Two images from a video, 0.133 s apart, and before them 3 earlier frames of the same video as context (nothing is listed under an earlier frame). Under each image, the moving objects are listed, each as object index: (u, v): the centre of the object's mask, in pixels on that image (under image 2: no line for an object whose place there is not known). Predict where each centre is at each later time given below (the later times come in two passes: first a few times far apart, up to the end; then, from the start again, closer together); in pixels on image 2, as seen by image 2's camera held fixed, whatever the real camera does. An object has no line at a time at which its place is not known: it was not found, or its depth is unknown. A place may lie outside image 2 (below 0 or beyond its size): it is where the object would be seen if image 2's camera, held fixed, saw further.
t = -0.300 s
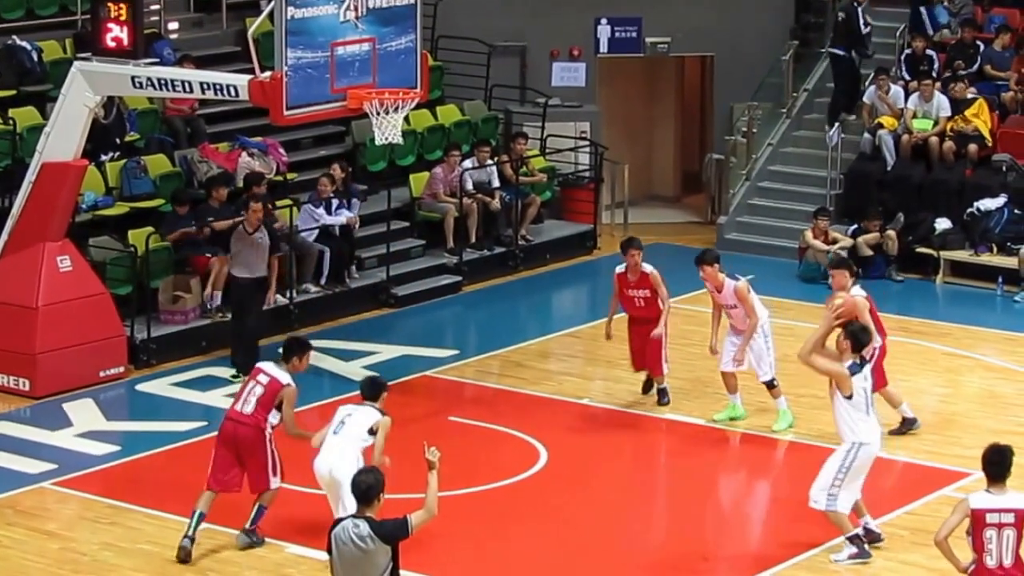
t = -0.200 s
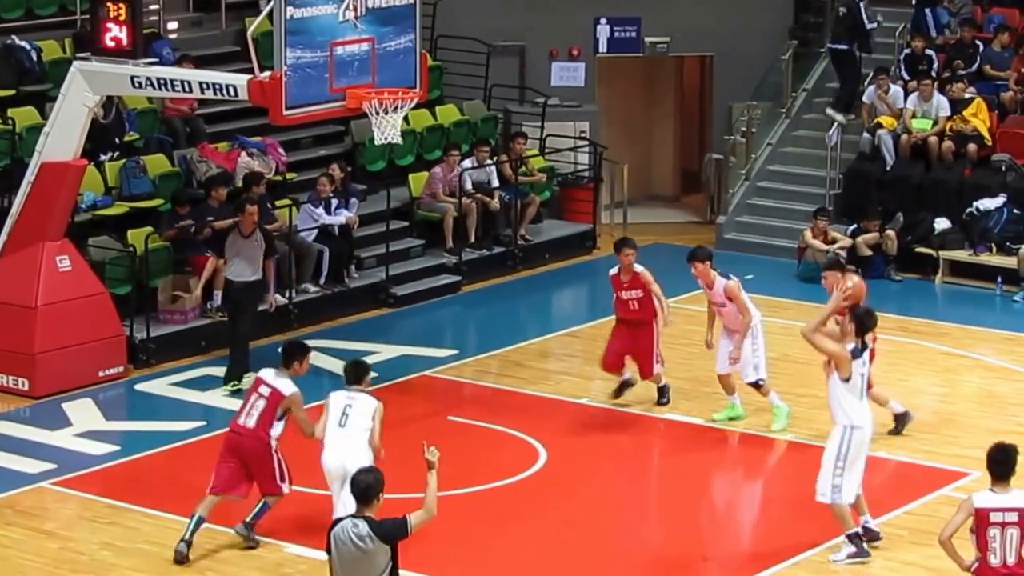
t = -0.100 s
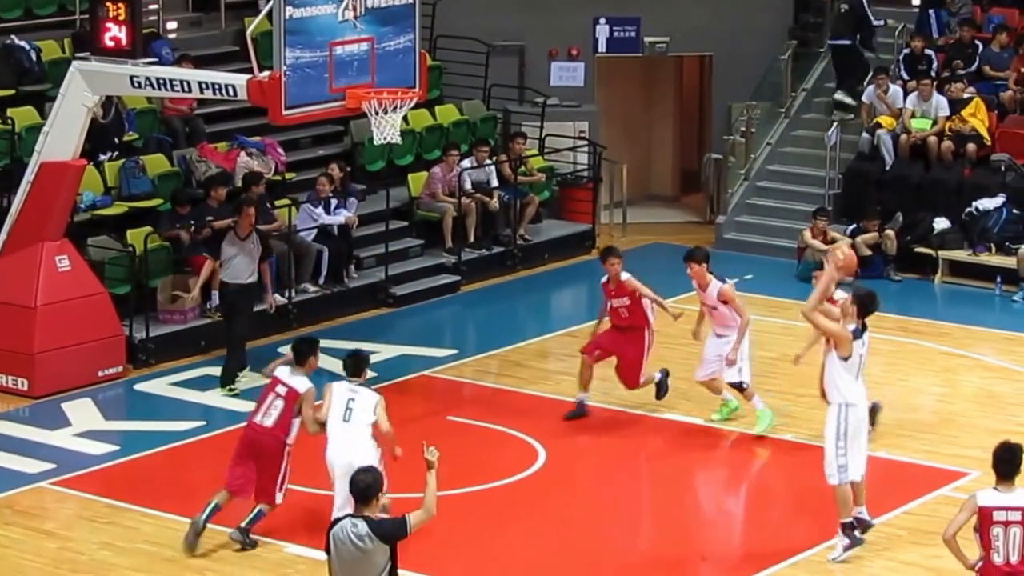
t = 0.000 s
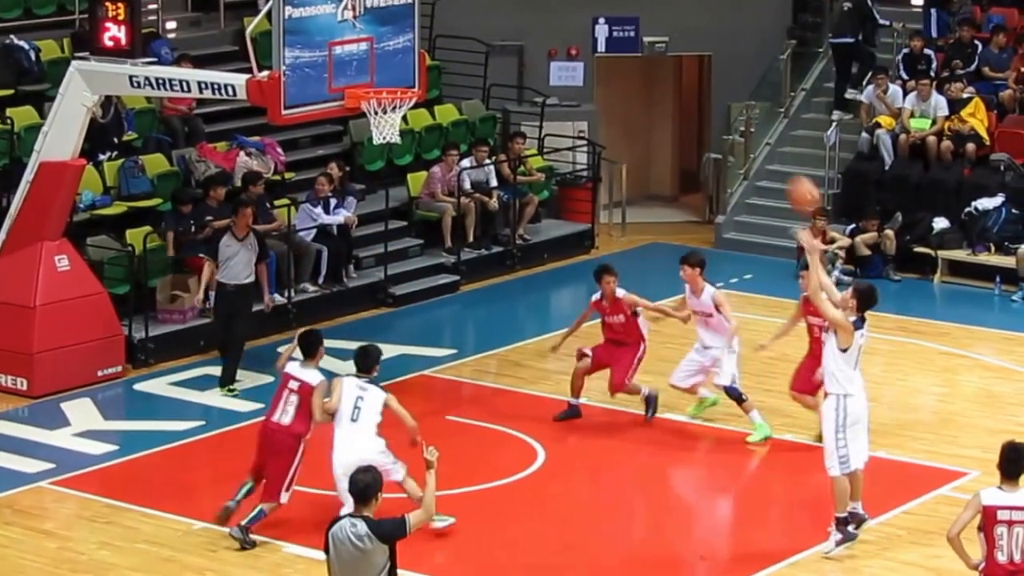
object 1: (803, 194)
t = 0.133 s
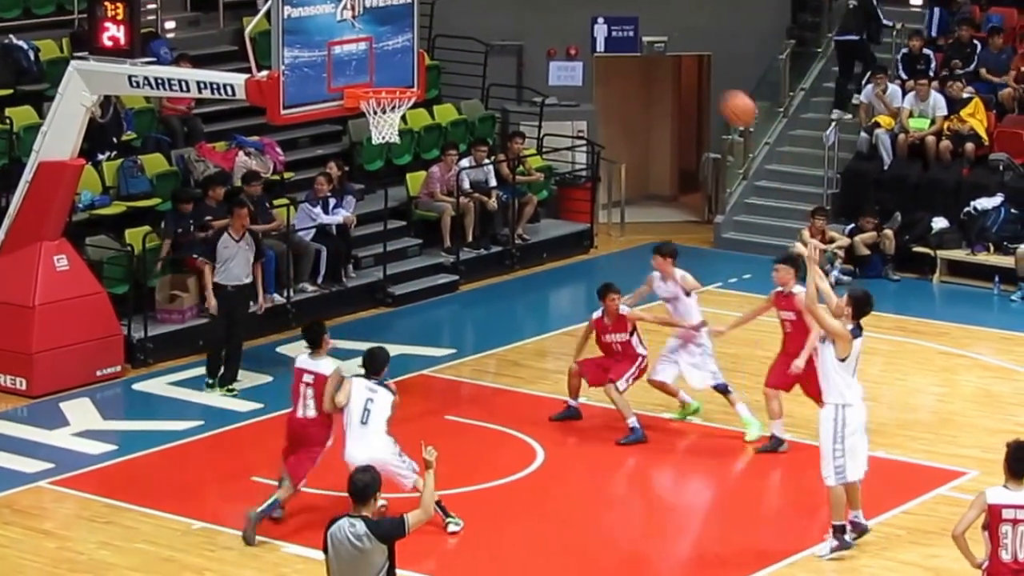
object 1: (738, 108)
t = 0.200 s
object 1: (707, 75)
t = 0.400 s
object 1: (614, 12)
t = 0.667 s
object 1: (494, 9)
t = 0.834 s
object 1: (424, 43)
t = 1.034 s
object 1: (388, 127)
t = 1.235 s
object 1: (428, 239)
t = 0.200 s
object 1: (707, 75)
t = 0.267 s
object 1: (675, 48)
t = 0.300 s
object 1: (659, 37)
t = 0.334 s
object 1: (644, 26)
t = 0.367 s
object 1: (629, 17)
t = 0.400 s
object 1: (614, 12)
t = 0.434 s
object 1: (598, 9)
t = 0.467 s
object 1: (583, 8)
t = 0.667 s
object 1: (494, 9)
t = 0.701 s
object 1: (479, 12)
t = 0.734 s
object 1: (465, 16)
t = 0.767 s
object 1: (452, 24)
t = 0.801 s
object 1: (438, 33)
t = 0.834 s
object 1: (424, 43)
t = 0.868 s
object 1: (410, 56)
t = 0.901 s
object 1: (396, 68)
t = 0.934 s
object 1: (384, 79)
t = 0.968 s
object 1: (377, 93)
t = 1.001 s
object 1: (379, 107)
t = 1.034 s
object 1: (388, 127)
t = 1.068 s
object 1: (393, 145)
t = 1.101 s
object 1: (399, 162)
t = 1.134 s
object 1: (406, 179)
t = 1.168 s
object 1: (415, 202)
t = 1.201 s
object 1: (420, 220)
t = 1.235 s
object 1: (428, 239)
